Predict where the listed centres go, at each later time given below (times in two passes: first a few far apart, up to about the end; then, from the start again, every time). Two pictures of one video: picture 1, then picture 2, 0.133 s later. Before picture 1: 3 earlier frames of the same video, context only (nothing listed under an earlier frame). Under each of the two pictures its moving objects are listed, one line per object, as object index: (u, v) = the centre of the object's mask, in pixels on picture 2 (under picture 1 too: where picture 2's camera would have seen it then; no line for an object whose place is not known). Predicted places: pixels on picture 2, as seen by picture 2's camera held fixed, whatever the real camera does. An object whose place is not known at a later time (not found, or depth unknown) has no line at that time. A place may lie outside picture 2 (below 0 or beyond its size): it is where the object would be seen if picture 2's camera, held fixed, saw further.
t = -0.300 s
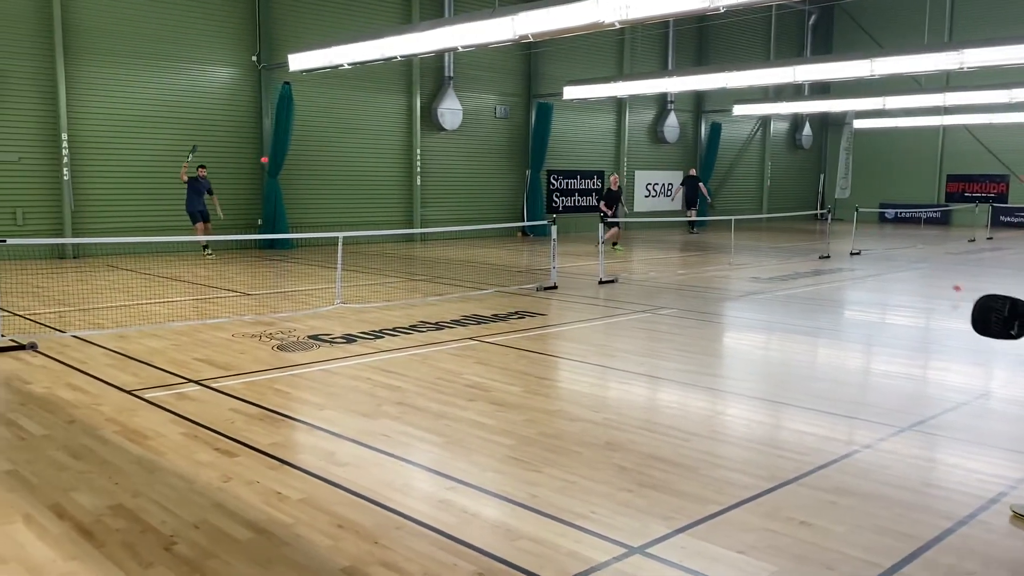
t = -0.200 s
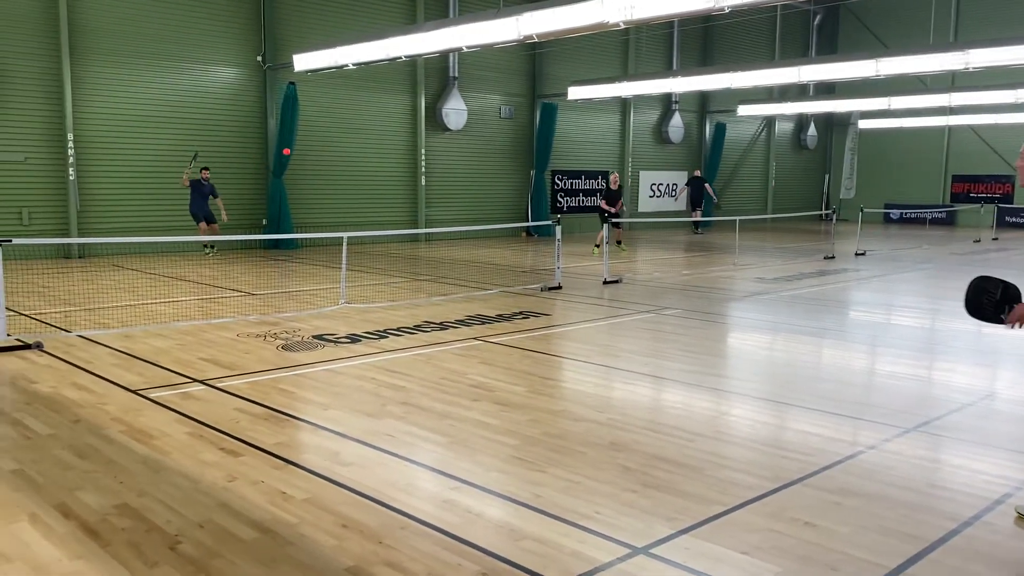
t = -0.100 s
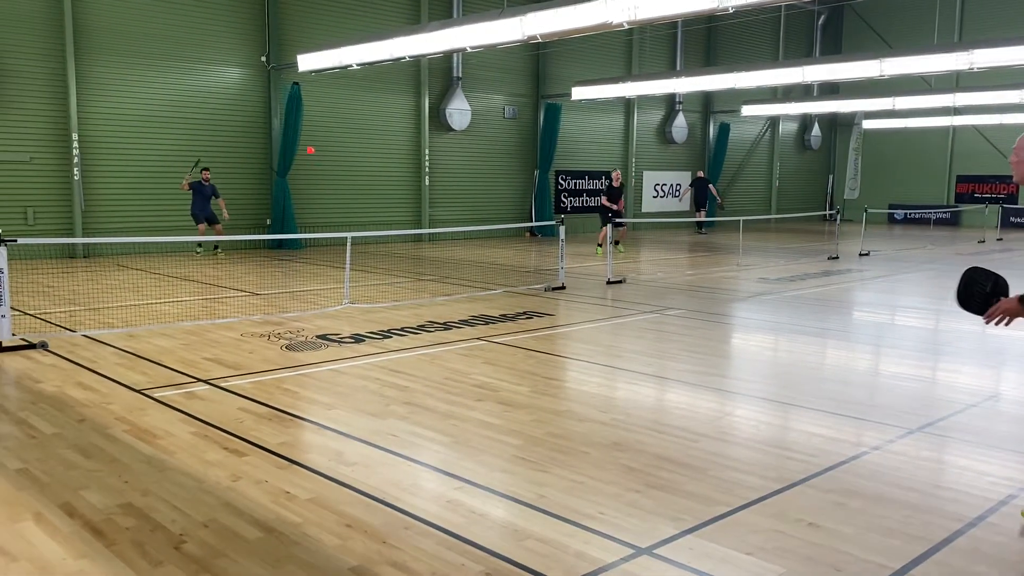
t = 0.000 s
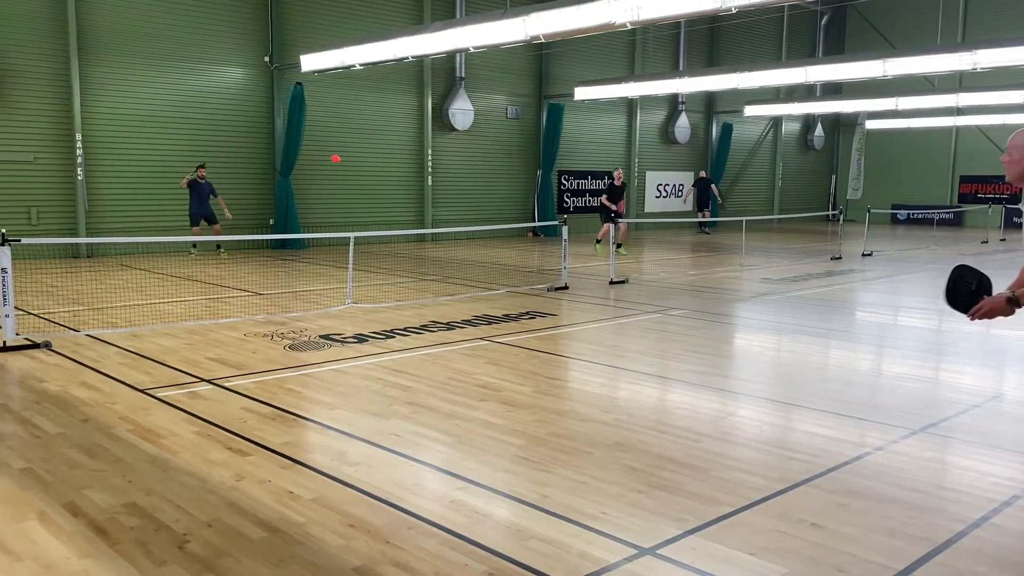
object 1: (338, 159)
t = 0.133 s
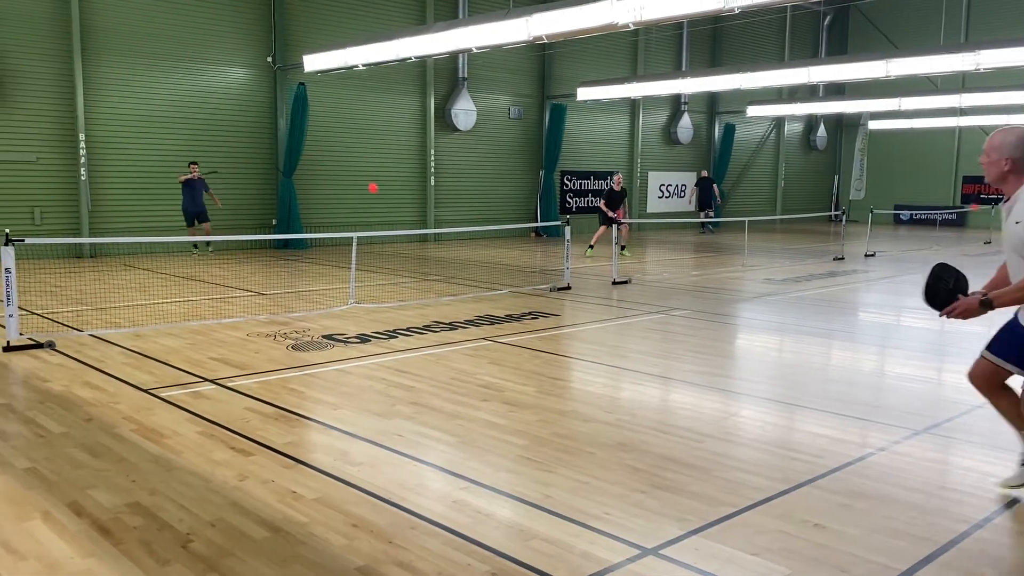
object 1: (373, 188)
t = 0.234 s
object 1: (403, 225)
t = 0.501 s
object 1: (501, 392)
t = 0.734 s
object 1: (566, 348)
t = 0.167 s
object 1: (382, 198)
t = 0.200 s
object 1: (393, 211)
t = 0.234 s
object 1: (403, 225)
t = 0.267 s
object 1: (414, 242)
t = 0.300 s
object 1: (426, 260)
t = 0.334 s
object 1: (438, 280)
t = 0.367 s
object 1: (449, 303)
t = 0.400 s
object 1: (463, 328)
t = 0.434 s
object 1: (477, 357)
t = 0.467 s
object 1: (491, 389)
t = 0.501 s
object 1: (501, 392)
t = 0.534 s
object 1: (509, 381)
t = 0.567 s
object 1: (518, 372)
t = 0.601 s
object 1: (527, 364)
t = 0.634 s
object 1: (536, 358)
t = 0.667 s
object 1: (546, 353)
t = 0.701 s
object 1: (556, 350)
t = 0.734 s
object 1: (566, 348)
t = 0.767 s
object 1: (577, 349)
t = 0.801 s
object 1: (588, 353)
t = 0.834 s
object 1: (600, 358)
